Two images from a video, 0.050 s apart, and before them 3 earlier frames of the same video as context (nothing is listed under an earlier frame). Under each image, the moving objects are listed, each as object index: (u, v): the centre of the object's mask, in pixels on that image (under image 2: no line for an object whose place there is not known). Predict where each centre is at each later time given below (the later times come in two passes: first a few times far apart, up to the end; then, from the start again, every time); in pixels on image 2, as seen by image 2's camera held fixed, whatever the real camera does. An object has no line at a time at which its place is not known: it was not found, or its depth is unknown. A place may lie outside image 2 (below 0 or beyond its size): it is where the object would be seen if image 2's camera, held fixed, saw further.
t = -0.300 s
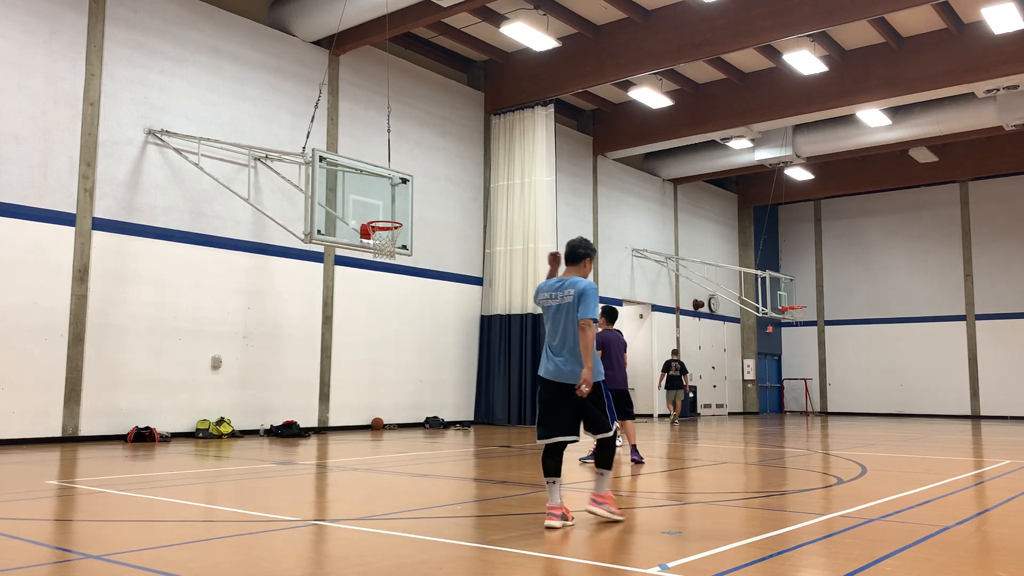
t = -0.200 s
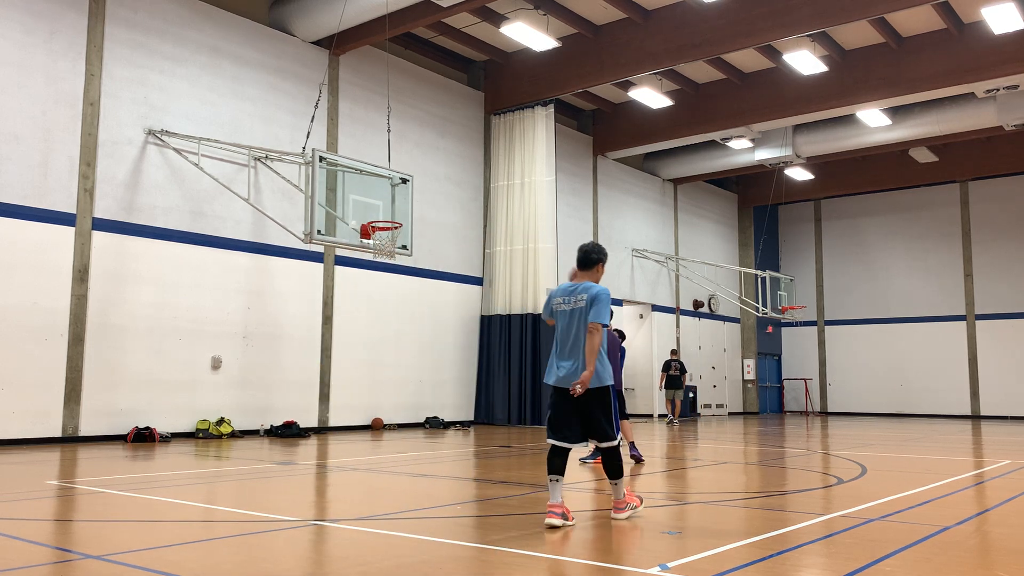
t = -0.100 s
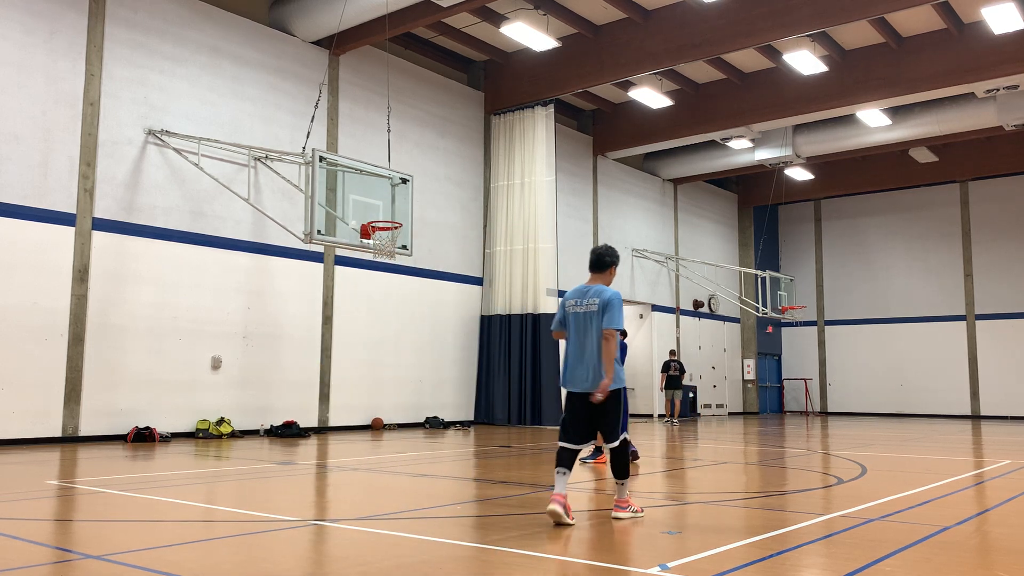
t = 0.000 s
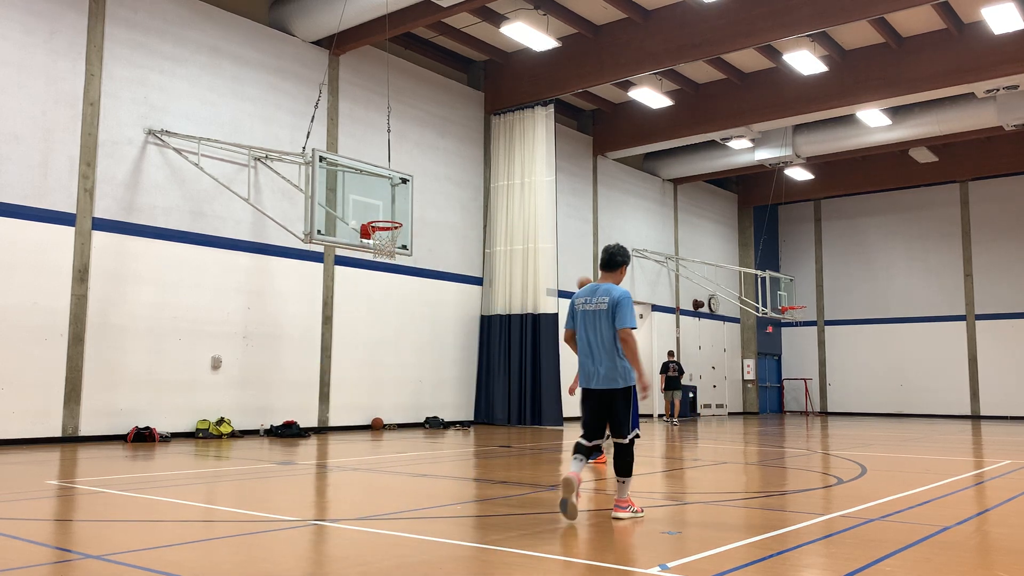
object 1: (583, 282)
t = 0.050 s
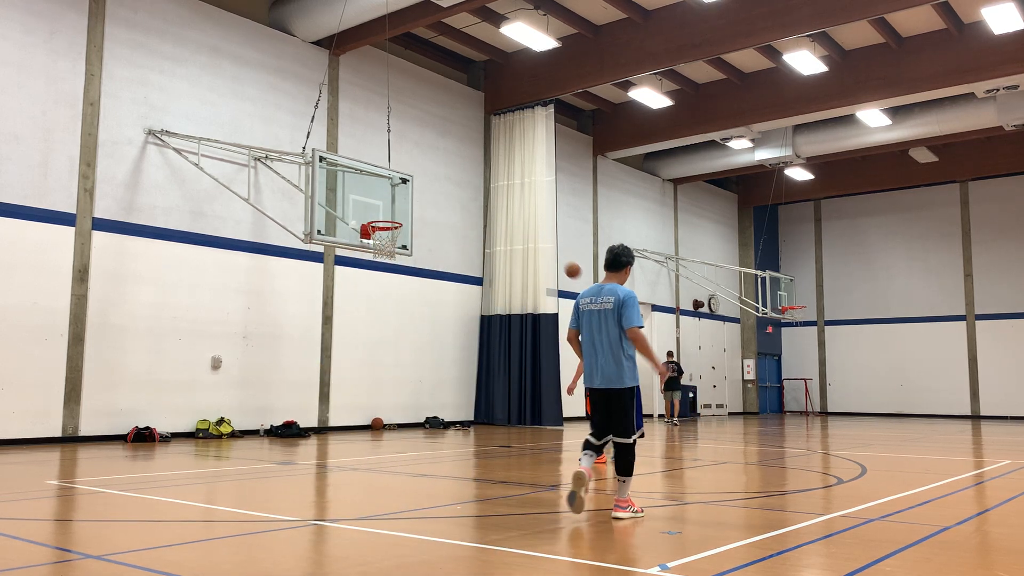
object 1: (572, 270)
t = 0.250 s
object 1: (521, 226)
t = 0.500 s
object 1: (454, 207)
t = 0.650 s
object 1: (412, 215)
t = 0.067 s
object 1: (568, 266)
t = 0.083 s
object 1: (564, 261)
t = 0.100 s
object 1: (560, 257)
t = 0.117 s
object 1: (555, 253)
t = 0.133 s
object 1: (551, 249)
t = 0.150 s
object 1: (547, 245)
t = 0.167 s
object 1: (543, 242)
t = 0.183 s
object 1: (538, 238)
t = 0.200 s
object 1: (534, 235)
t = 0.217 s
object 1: (530, 232)
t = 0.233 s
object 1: (525, 229)
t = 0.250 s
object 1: (521, 226)
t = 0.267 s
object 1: (517, 224)
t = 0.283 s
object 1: (512, 222)
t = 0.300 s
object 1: (508, 219)
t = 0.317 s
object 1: (504, 217)
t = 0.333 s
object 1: (499, 216)
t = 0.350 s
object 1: (495, 214)
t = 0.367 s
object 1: (490, 212)
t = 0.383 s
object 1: (486, 211)
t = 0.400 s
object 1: (481, 210)
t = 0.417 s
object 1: (477, 209)
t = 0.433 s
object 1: (472, 208)
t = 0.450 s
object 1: (468, 208)
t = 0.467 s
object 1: (463, 207)
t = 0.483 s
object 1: (459, 207)
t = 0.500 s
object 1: (454, 207)
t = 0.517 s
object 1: (450, 207)
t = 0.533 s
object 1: (445, 207)
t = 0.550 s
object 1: (440, 208)
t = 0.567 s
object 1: (436, 209)
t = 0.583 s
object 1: (431, 209)
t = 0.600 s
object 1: (426, 211)
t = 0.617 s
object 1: (422, 212)
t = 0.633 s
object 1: (417, 213)
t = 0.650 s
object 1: (412, 215)
